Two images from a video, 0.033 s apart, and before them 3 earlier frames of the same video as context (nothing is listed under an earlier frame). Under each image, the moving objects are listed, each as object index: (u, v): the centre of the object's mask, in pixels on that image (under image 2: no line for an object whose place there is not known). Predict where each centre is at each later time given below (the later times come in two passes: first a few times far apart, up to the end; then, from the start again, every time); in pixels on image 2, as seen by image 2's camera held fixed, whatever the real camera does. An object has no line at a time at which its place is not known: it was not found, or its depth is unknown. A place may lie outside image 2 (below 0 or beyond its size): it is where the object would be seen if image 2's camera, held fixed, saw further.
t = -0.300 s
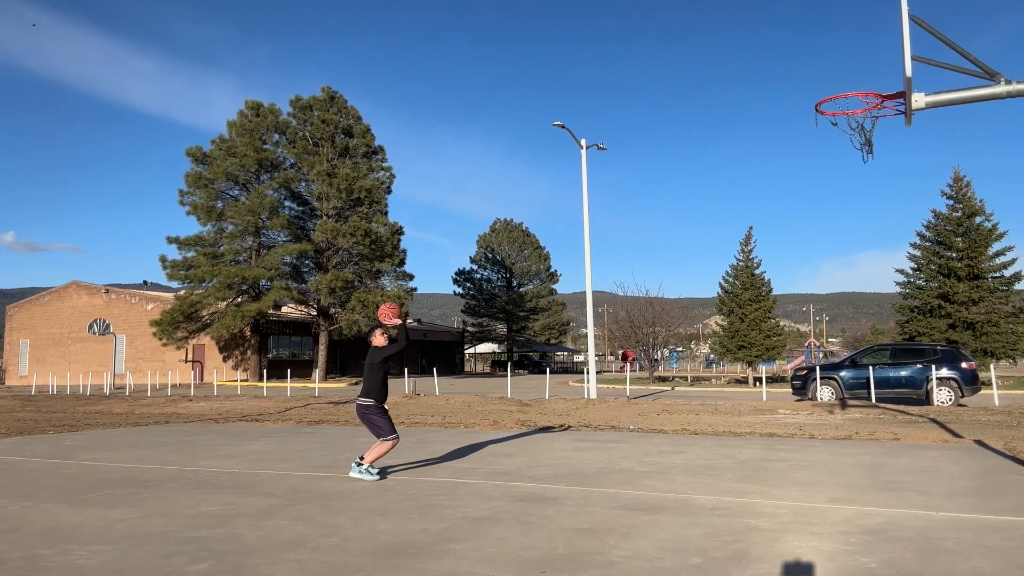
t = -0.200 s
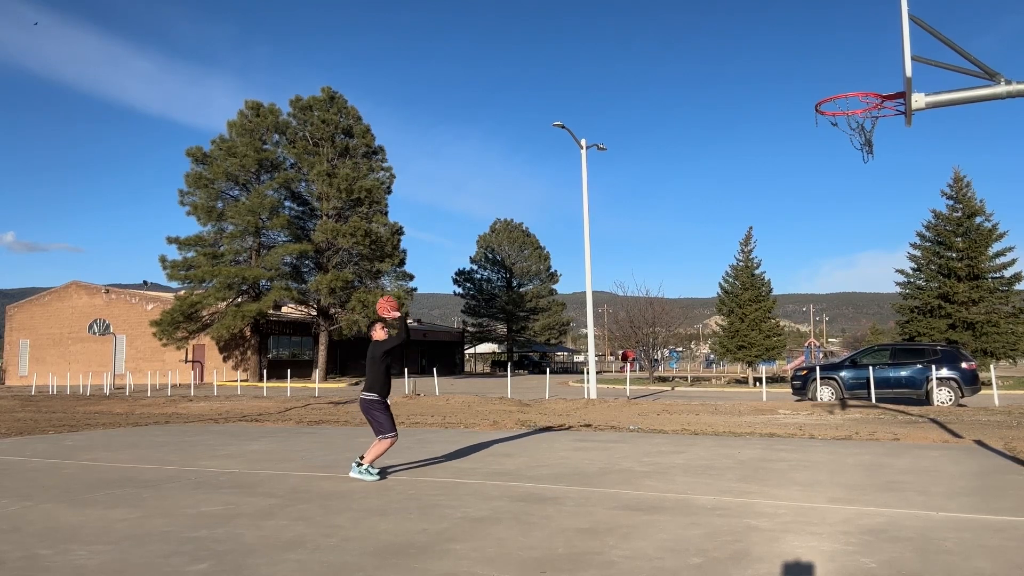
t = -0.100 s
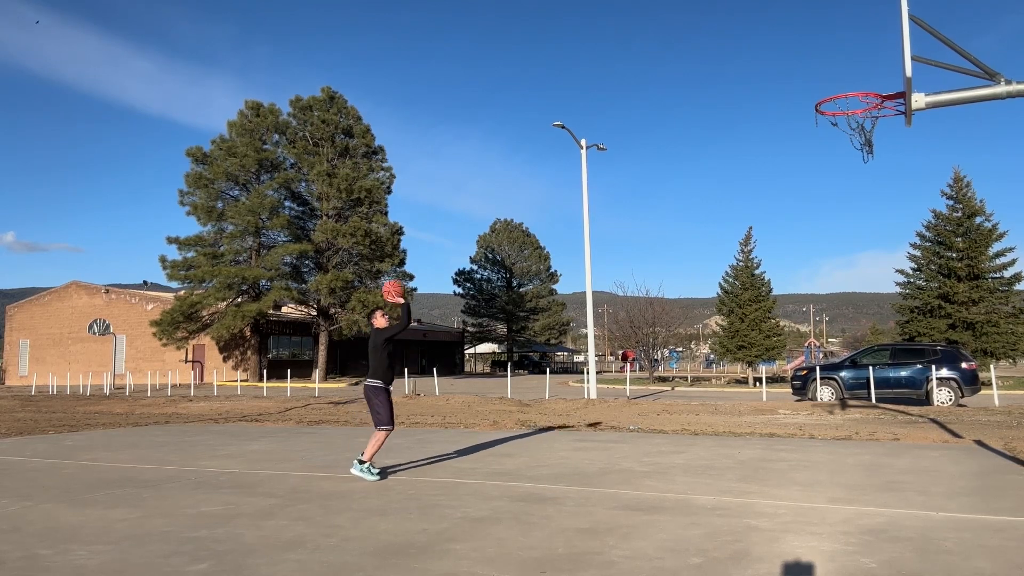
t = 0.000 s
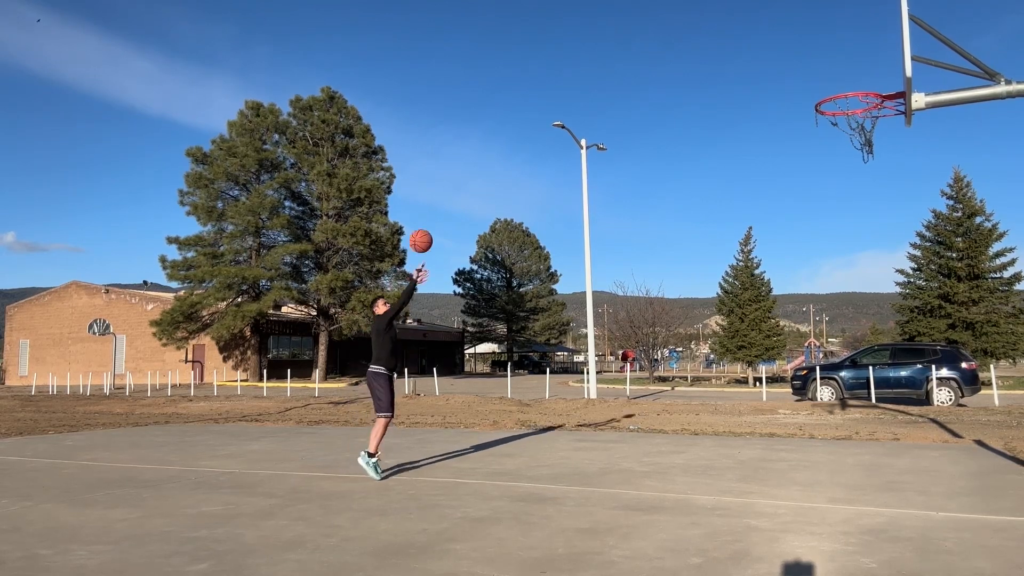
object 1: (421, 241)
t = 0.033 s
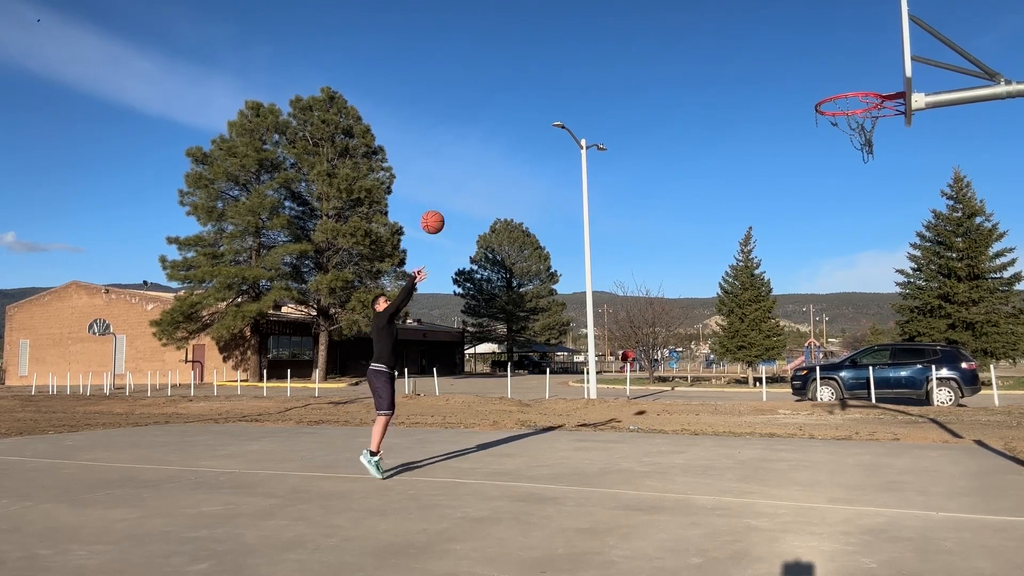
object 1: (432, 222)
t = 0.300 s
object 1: (534, 103)
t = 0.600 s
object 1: (666, 44)
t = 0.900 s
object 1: (824, 84)
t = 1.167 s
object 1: (860, 152)
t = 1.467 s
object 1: (848, 294)
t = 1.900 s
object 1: (804, 364)
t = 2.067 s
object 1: (772, 291)
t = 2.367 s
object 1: (722, 253)
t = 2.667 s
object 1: (681, 326)
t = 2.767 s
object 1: (669, 374)
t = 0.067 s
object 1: (444, 204)
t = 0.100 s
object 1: (456, 187)
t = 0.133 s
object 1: (469, 171)
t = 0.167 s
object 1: (481, 156)
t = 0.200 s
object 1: (494, 141)
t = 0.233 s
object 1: (507, 128)
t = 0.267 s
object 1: (520, 115)
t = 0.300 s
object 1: (534, 103)
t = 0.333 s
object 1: (547, 93)
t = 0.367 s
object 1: (561, 83)
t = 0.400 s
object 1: (575, 74)
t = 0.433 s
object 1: (590, 66)
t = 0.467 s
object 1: (604, 60)
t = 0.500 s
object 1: (619, 54)
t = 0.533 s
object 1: (634, 50)
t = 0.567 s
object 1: (650, 47)
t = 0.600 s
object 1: (666, 44)
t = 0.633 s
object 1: (682, 44)
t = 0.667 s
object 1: (699, 44)
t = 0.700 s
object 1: (715, 46)
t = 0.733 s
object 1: (733, 49)
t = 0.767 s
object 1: (750, 53)
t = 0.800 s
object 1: (768, 59)
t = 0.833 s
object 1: (786, 66)
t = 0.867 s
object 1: (805, 74)
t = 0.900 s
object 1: (824, 84)
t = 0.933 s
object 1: (843, 96)
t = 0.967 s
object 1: (863, 110)
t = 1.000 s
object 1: (868, 120)
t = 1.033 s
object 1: (868, 125)
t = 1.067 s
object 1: (867, 130)
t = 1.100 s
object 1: (865, 135)
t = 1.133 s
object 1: (862, 144)
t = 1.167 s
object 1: (860, 152)
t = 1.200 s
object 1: (858, 162)
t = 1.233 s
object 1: (857, 173)
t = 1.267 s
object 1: (855, 186)
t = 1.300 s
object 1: (854, 200)
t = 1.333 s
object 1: (852, 216)
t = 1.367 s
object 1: (851, 234)
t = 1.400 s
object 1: (850, 252)
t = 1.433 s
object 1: (849, 272)
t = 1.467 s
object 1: (848, 294)
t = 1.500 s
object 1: (848, 317)
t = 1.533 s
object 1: (848, 342)
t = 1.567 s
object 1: (848, 368)
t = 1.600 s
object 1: (848, 396)
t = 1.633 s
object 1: (848, 425)
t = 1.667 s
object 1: (848, 457)
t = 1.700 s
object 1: (848, 490)
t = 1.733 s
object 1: (843, 480)
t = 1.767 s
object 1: (835, 453)
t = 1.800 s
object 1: (827, 428)
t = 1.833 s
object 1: (820, 405)
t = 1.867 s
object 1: (811, 383)
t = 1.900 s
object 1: (804, 364)
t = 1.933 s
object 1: (798, 347)
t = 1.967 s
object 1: (792, 330)
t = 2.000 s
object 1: (785, 315)
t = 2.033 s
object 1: (778, 301)
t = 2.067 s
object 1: (772, 291)
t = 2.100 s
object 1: (766, 281)
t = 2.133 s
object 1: (760, 272)
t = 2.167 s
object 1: (754, 265)
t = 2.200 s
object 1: (749, 259)
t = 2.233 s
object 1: (743, 256)
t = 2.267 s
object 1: (738, 253)
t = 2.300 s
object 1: (732, 252)
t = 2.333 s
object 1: (727, 252)
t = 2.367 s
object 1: (722, 253)
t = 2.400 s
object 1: (717, 256)
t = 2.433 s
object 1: (712, 260)
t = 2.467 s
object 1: (707, 266)
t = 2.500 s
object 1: (703, 273)
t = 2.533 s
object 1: (698, 281)
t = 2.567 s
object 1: (694, 290)
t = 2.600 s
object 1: (689, 301)
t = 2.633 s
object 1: (685, 313)
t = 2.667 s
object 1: (681, 326)
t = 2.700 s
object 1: (677, 341)
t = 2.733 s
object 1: (673, 357)
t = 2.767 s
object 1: (669, 374)
